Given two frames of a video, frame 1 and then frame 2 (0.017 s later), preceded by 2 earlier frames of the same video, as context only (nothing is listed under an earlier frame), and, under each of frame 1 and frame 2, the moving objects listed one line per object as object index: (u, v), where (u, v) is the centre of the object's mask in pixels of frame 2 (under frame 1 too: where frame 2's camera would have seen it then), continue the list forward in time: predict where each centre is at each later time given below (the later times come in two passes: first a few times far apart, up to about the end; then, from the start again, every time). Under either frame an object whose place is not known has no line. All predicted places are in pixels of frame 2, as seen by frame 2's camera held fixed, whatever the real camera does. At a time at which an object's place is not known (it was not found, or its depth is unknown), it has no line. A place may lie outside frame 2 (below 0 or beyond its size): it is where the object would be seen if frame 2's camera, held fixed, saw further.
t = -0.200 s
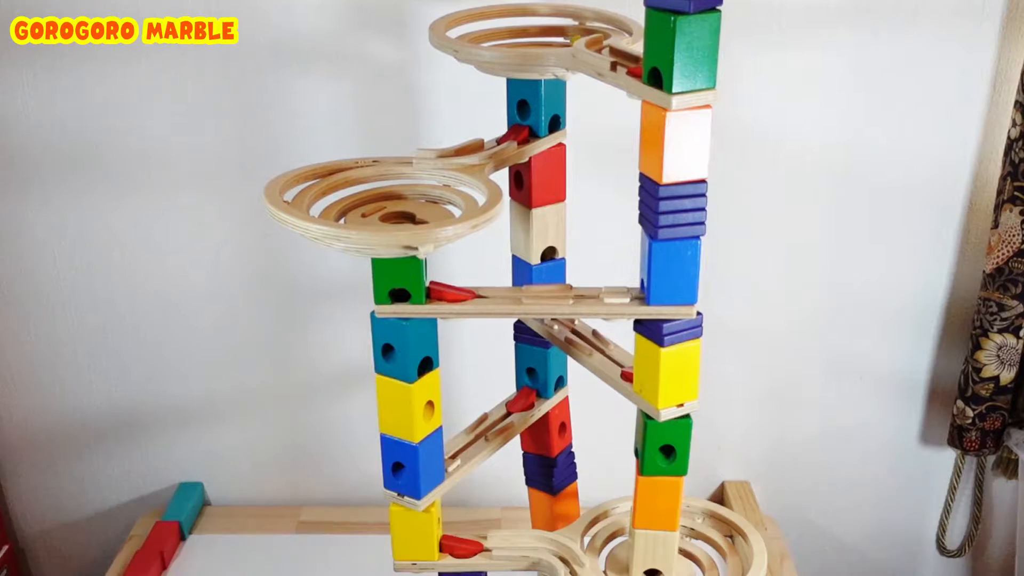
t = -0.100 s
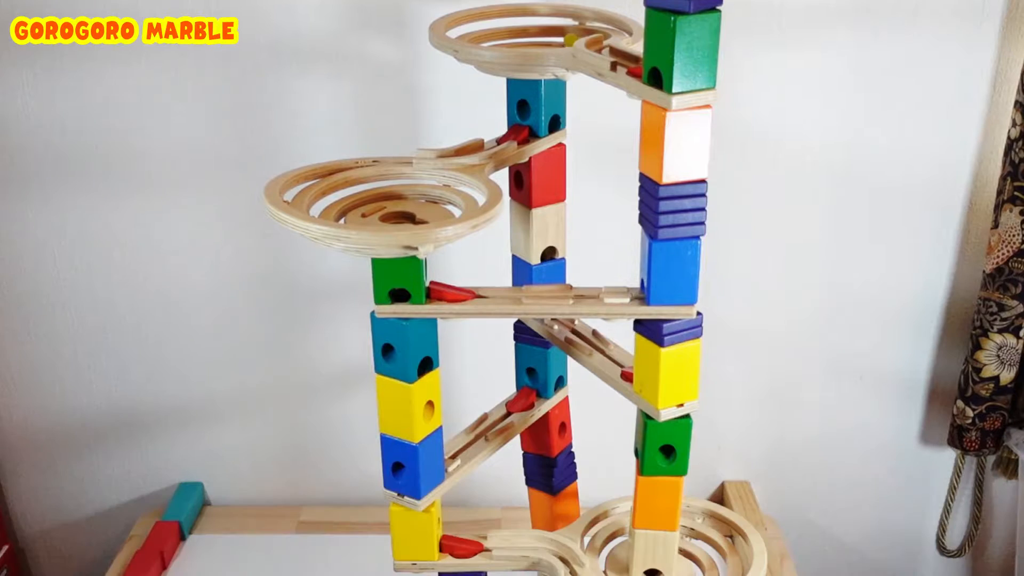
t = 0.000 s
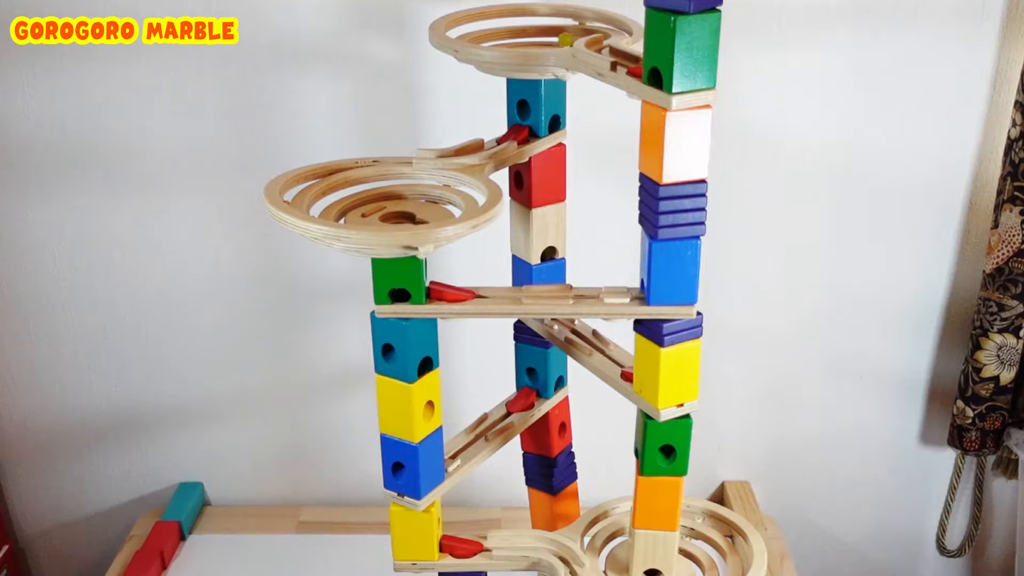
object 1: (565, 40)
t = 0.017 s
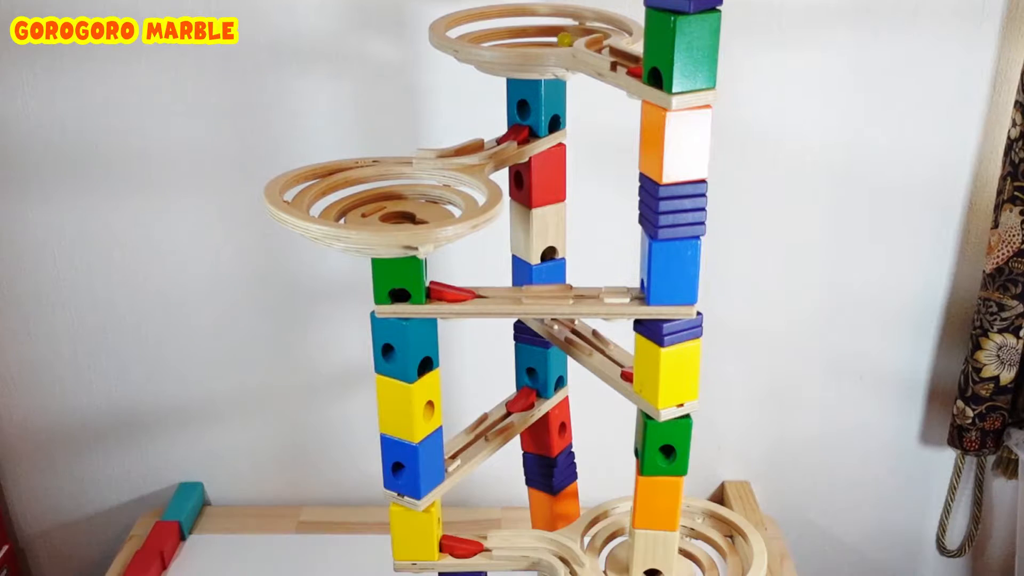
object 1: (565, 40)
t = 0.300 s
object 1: (549, 38)
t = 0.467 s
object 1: (538, 39)
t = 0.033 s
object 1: (564, 40)
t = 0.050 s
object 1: (563, 40)
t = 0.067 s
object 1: (562, 39)
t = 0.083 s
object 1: (561, 39)
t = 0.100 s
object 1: (560, 39)
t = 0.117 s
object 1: (559, 39)
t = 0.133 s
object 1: (558, 39)
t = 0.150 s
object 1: (557, 39)
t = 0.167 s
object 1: (556, 39)
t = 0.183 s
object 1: (555, 39)
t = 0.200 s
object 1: (554, 39)
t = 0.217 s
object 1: (553, 39)
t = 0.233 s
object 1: (552, 39)
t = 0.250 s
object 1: (552, 39)
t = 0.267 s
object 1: (550, 39)
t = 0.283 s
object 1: (550, 39)
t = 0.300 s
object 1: (549, 38)
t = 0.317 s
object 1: (548, 39)
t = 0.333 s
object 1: (547, 38)
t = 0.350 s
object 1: (546, 38)
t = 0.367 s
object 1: (545, 39)
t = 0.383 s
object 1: (544, 39)
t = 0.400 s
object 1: (543, 38)
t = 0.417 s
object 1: (542, 38)
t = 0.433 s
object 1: (541, 39)
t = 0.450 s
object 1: (539, 39)
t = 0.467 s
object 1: (538, 39)
